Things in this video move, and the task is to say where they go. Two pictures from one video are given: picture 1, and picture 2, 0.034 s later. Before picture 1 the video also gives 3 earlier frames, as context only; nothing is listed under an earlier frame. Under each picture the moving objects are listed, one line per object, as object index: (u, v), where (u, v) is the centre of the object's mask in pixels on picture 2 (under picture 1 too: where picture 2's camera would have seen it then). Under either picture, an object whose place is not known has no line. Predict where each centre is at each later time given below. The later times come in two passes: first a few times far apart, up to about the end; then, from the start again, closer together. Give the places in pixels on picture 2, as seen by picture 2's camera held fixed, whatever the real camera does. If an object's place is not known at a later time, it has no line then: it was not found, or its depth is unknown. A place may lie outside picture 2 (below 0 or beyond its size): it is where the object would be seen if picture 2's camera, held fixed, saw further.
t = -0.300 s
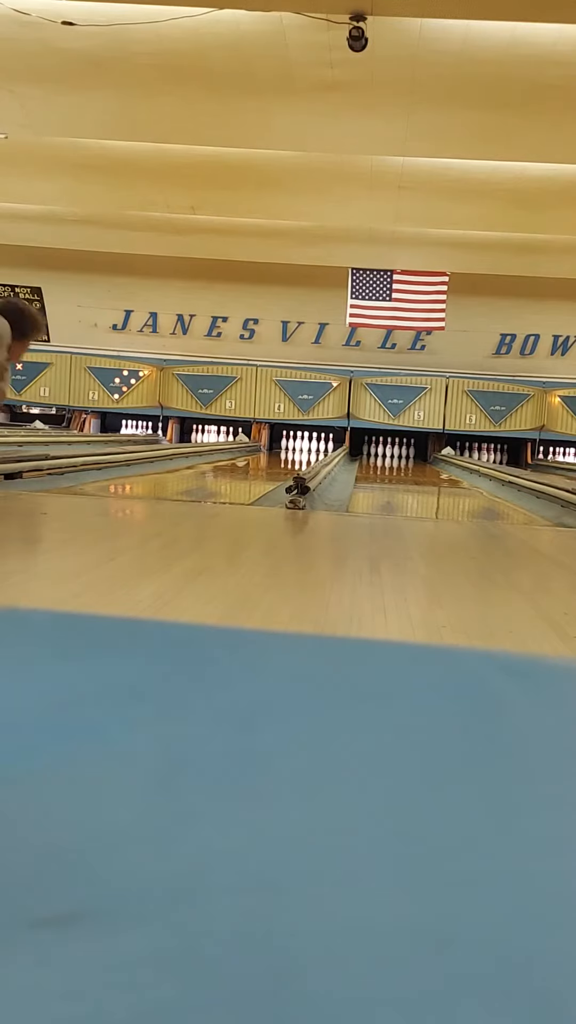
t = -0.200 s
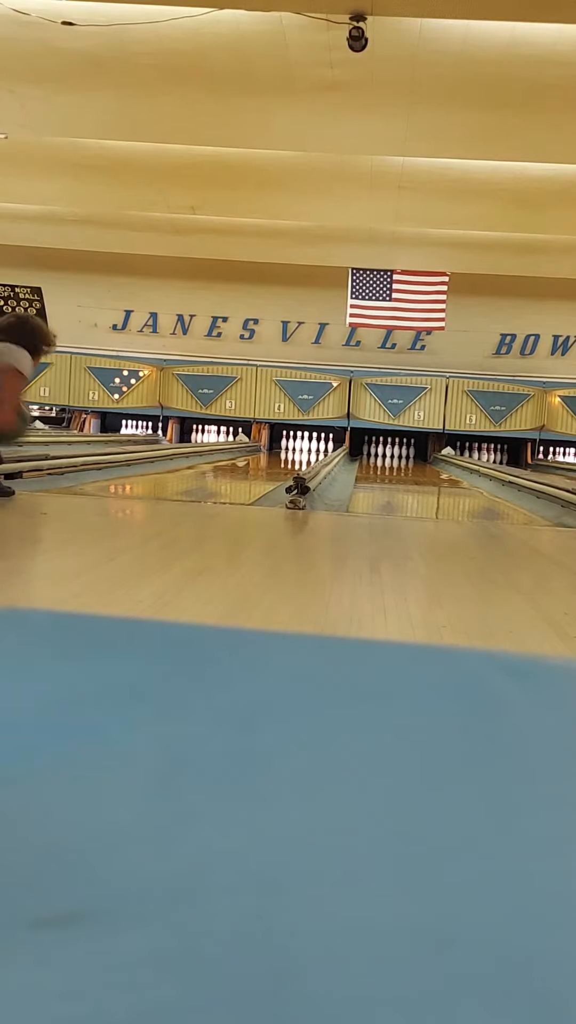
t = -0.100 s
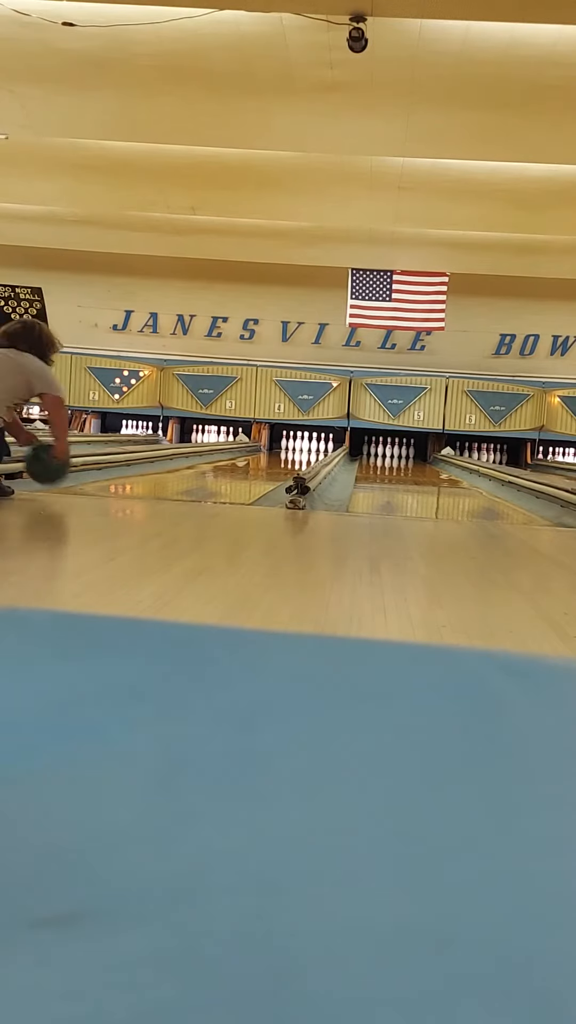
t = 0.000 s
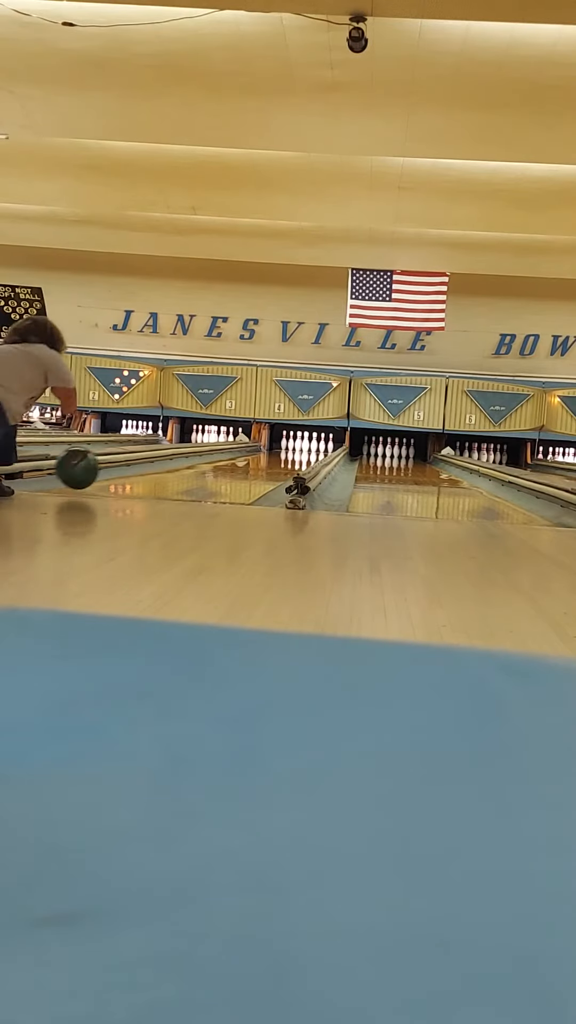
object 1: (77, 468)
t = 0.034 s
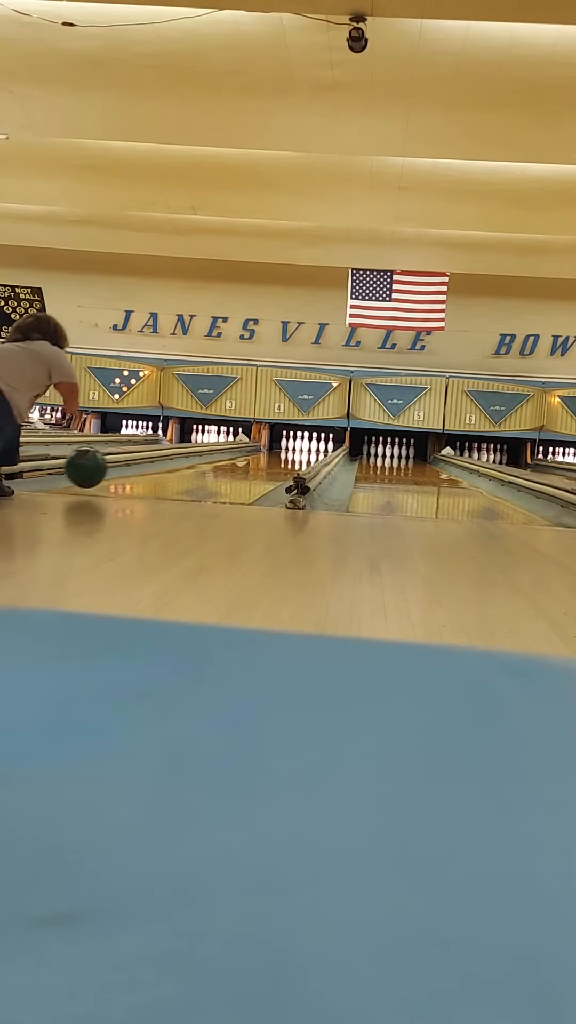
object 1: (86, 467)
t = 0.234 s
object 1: (130, 470)
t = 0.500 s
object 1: (174, 466)
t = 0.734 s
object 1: (203, 463)
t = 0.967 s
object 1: (227, 461)
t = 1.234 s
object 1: (248, 459)
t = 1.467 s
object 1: (263, 457)
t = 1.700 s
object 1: (275, 456)
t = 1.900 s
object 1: (283, 455)
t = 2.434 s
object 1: (300, 453)
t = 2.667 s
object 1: (306, 452)
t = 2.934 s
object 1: (311, 451)
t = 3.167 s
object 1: (314, 450)
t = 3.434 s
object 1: (316, 450)
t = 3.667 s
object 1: (315, 449)
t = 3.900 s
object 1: (314, 448)
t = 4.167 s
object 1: (311, 447)
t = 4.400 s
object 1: (309, 447)
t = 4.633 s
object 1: (308, 446)
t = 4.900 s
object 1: (307, 446)
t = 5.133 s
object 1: (307, 446)
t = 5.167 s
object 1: (308, 446)
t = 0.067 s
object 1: (94, 468)
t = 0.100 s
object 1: (102, 472)
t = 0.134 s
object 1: (109, 472)
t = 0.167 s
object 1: (117, 471)
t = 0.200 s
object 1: (123, 471)
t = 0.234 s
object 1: (130, 470)
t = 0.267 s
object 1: (137, 469)
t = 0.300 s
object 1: (143, 469)
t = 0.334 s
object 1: (149, 468)
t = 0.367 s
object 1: (154, 467)
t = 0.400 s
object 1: (160, 467)
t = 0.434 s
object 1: (165, 467)
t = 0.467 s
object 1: (170, 466)
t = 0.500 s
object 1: (174, 466)
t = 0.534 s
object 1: (179, 465)
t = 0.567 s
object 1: (184, 465)
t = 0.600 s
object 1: (188, 464)
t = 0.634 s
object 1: (192, 464)
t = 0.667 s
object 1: (196, 464)
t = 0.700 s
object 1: (200, 463)
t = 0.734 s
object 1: (203, 463)
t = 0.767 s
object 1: (207, 463)
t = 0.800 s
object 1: (211, 462)
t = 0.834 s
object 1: (214, 462)
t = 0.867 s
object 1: (218, 462)
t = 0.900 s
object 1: (221, 462)
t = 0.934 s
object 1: (223, 462)
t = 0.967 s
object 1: (227, 461)
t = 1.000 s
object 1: (230, 461)
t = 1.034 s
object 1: (233, 461)
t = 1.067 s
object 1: (235, 461)
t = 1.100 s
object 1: (238, 461)
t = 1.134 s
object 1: (241, 460)
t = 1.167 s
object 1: (243, 460)
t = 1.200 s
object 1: (245, 460)
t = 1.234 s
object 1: (248, 459)
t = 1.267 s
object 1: (250, 459)
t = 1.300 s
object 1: (252, 459)
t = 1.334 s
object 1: (255, 458)
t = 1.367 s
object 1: (257, 458)
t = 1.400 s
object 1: (259, 458)
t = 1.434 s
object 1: (261, 458)
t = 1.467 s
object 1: (263, 457)
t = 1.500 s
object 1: (265, 457)
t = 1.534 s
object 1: (267, 457)
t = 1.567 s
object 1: (268, 457)
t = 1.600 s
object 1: (270, 456)
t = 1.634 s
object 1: (272, 456)
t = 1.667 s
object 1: (273, 456)
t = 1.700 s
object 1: (275, 456)
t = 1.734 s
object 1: (277, 456)
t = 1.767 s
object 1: (277, 456)
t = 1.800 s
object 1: (279, 456)
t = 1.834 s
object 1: (280, 455)
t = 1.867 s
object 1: (282, 455)
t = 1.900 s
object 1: (283, 455)
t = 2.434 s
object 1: (300, 453)
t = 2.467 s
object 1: (301, 453)
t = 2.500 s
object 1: (302, 453)
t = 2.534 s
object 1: (303, 452)
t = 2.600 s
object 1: (305, 452)
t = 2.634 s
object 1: (306, 452)
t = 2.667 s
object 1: (306, 452)
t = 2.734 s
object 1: (308, 452)
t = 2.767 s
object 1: (308, 452)
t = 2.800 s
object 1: (309, 451)
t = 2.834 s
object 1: (310, 451)
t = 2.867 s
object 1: (310, 451)
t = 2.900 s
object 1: (310, 451)
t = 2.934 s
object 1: (311, 451)
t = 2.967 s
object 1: (312, 451)
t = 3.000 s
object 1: (312, 451)
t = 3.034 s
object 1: (313, 451)
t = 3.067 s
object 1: (313, 451)
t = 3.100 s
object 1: (313, 451)
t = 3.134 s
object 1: (314, 450)
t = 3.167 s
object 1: (314, 450)
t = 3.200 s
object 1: (315, 450)
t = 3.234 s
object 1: (315, 450)
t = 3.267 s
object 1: (315, 450)
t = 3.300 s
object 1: (315, 450)
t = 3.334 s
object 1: (315, 450)
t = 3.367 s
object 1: (316, 450)
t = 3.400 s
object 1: (316, 450)
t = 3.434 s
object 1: (316, 450)
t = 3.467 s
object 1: (316, 450)
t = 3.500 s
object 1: (316, 450)
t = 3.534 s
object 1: (316, 450)
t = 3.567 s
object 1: (315, 450)
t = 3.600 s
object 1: (315, 449)
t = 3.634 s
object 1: (315, 449)
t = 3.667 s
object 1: (315, 449)
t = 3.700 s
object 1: (315, 449)
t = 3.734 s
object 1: (315, 449)
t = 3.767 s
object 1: (315, 449)
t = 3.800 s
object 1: (314, 449)
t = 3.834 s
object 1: (314, 449)
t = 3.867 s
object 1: (314, 449)
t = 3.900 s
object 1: (314, 448)
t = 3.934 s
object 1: (313, 448)
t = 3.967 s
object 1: (313, 448)
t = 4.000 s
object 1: (313, 448)
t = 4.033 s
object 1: (313, 448)
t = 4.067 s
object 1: (313, 448)
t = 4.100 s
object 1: (312, 448)
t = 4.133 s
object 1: (312, 447)
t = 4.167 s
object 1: (311, 447)
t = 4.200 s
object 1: (311, 447)
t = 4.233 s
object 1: (310, 447)
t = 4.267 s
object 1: (310, 447)
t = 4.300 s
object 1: (310, 447)
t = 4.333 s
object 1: (309, 447)
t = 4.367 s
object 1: (309, 447)
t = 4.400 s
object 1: (309, 447)
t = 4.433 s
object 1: (309, 447)
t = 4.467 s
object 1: (308, 447)
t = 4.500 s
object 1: (308, 447)
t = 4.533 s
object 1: (308, 447)
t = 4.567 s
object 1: (307, 447)
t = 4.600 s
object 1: (308, 446)
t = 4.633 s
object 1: (308, 446)
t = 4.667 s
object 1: (309, 446)
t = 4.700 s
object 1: (309, 446)
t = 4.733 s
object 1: (309, 446)
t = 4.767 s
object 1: (308, 446)
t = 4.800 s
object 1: (308, 446)
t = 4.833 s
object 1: (307, 446)
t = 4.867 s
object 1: (307, 446)
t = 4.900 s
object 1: (307, 446)
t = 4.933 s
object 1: (307, 446)
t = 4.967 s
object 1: (307, 446)
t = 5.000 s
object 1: (307, 446)
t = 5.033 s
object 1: (307, 446)
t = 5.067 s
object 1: (307, 446)
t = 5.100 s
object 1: (307, 446)
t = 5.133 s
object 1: (307, 446)
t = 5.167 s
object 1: (308, 446)
